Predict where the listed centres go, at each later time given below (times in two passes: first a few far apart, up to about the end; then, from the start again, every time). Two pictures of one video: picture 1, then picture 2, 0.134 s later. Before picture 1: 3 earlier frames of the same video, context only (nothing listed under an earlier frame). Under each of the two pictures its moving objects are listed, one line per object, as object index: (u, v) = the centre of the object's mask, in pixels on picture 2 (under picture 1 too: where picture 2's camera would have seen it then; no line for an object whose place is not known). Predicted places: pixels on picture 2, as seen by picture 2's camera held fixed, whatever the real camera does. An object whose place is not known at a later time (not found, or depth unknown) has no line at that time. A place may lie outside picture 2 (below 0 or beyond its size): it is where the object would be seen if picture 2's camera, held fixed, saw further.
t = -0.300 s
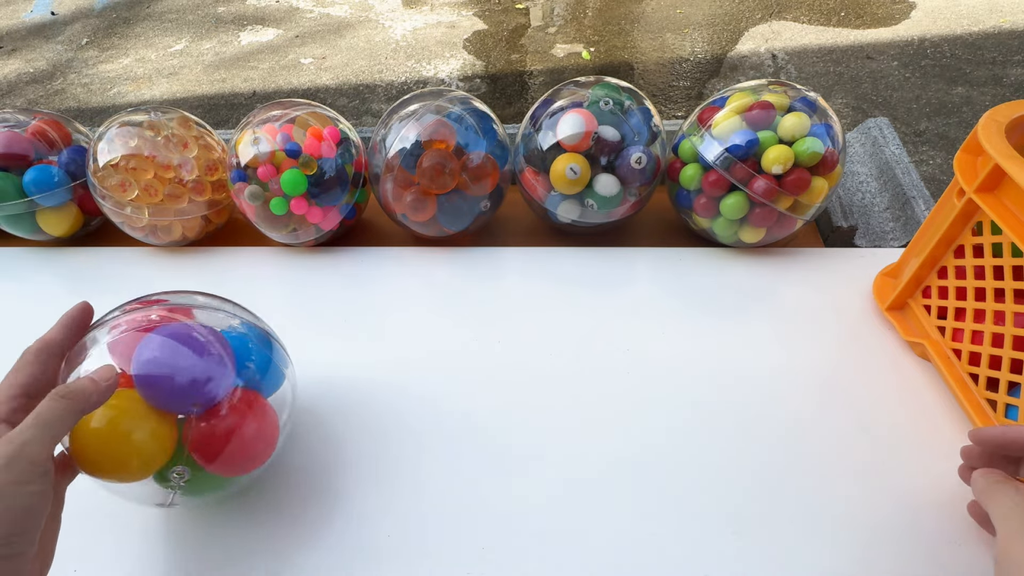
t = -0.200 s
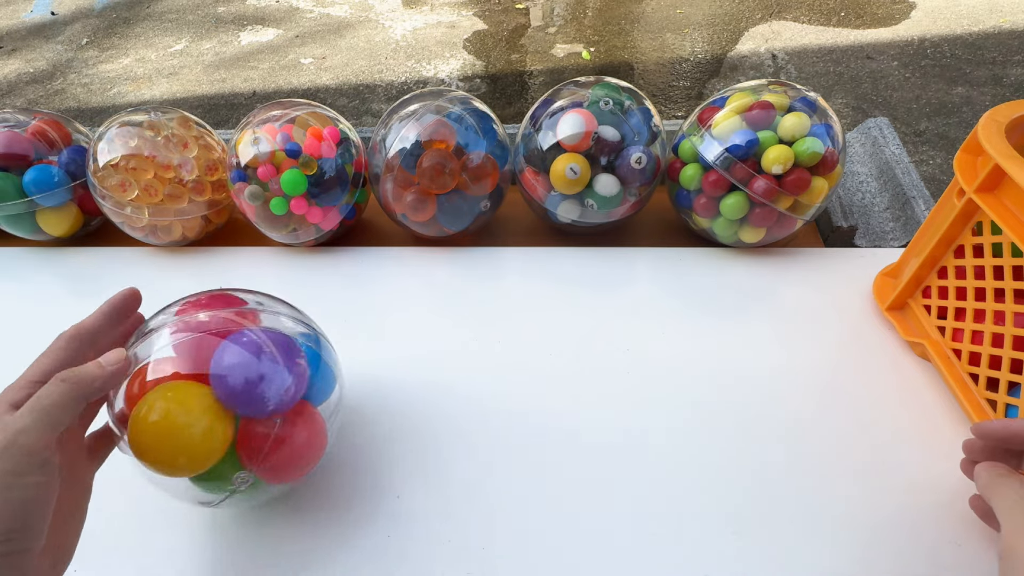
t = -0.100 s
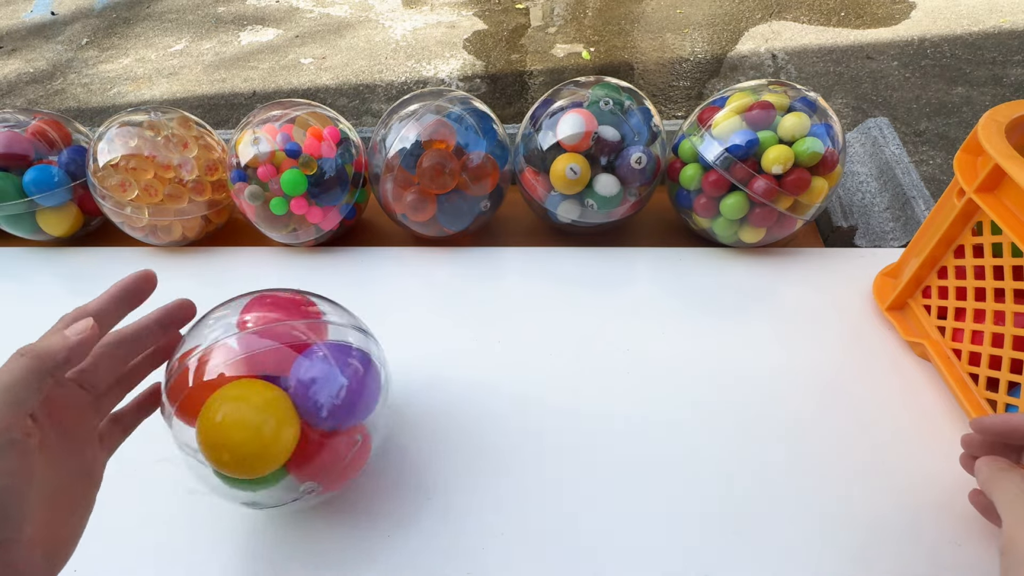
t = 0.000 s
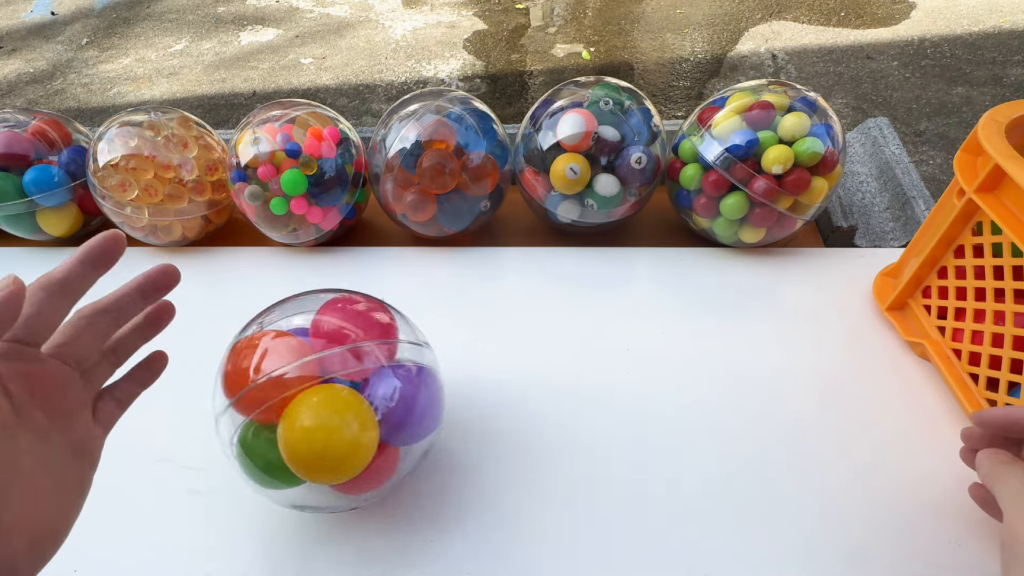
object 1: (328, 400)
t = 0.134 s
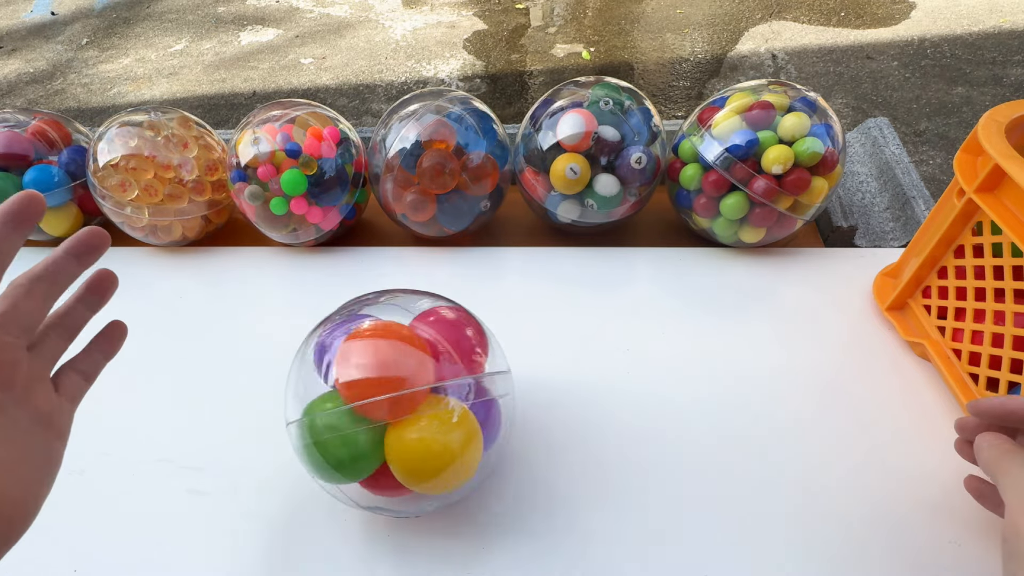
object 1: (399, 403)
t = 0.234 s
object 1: (457, 403)
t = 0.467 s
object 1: (597, 399)
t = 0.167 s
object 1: (417, 402)
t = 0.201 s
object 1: (437, 402)
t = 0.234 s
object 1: (457, 403)
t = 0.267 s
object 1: (476, 402)
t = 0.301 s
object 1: (496, 402)
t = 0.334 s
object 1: (515, 402)
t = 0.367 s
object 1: (536, 402)
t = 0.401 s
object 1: (556, 401)
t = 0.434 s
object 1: (576, 400)
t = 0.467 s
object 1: (597, 399)
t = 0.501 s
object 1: (617, 398)
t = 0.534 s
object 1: (639, 396)
